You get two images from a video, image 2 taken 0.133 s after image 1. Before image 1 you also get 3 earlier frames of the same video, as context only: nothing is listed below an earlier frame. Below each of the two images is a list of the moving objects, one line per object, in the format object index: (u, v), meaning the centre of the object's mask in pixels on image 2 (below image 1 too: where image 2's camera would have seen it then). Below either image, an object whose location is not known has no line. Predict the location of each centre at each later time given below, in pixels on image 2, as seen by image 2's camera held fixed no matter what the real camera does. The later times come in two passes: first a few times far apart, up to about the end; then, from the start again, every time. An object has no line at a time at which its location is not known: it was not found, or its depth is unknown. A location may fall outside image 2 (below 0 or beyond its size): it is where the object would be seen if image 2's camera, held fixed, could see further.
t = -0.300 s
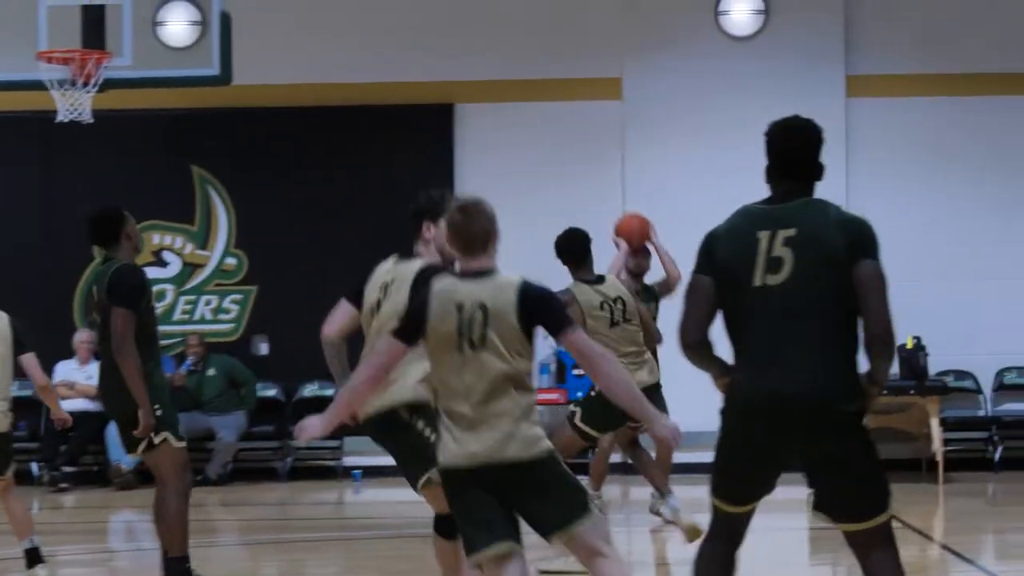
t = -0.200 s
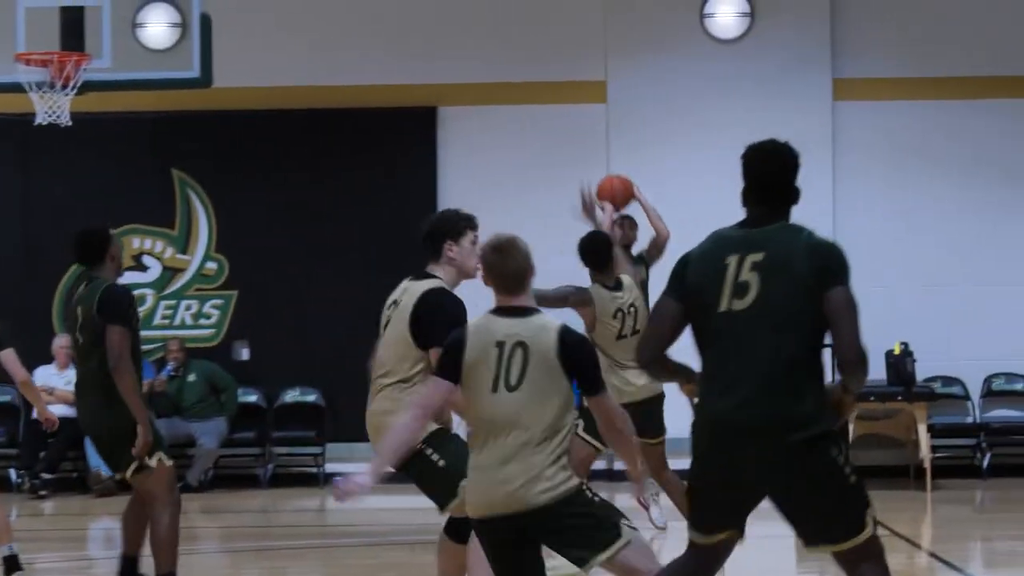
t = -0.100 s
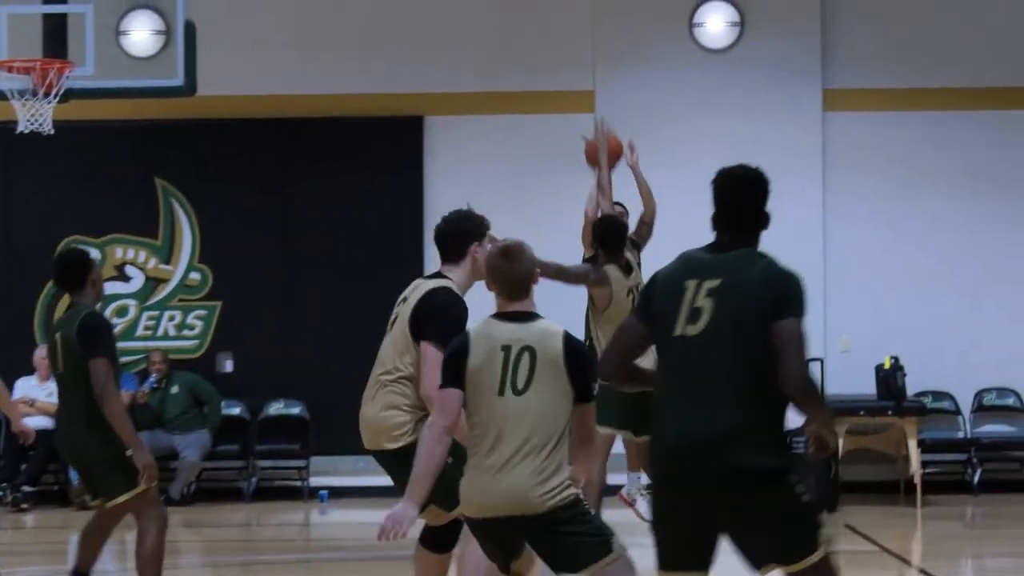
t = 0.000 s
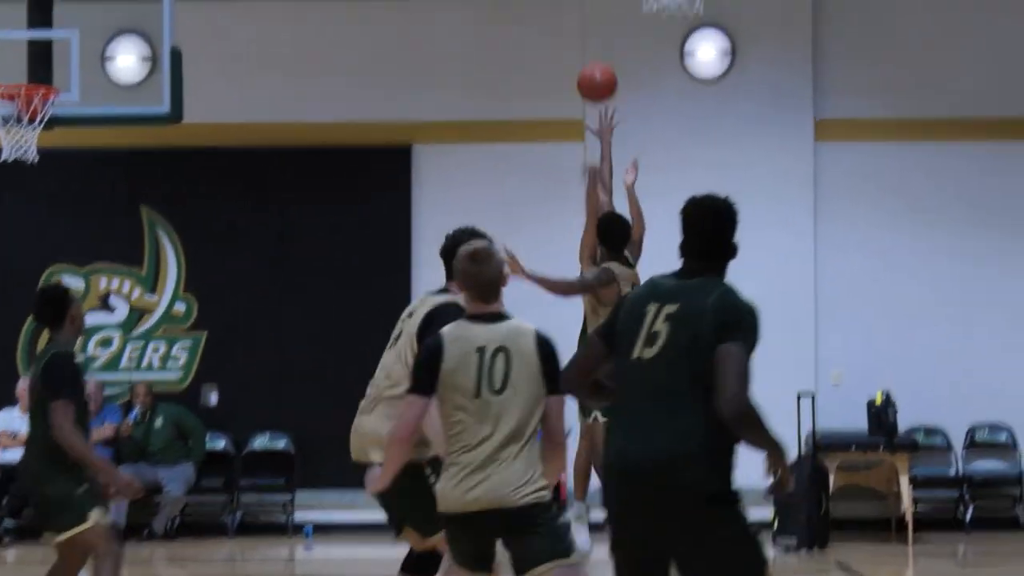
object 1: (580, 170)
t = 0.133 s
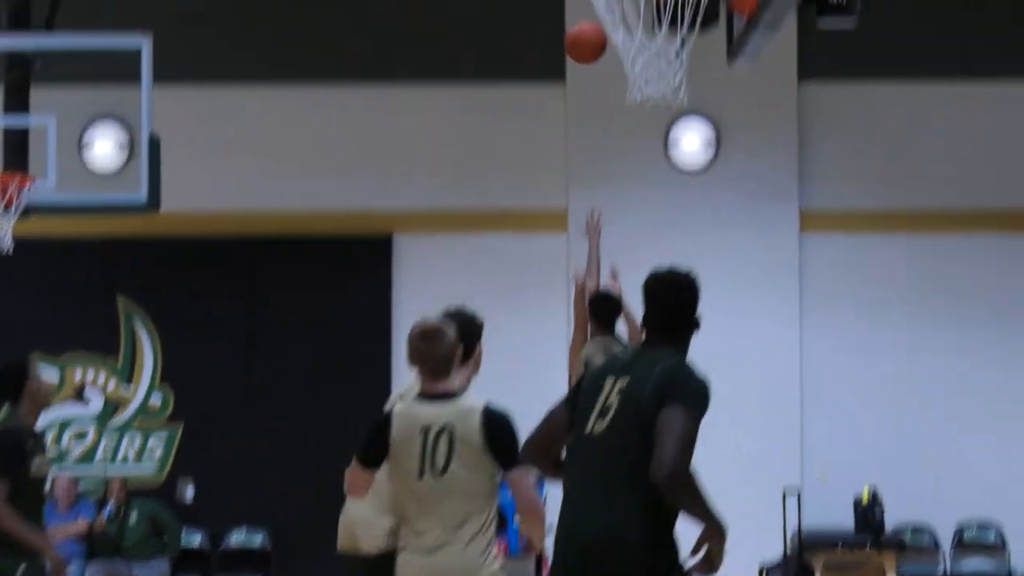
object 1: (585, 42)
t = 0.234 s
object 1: (589, -46)
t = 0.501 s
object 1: (601, -220)
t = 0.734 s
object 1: (613, -272)
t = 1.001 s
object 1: (631, -167)
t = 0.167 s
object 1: (582, 14)
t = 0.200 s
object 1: (586, -20)
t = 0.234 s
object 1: (589, -46)
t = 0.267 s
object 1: (590, -72)
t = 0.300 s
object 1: (592, -98)
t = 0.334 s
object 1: (593, -122)
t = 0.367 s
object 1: (594, -145)
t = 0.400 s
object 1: (596, -166)
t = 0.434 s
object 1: (597, -186)
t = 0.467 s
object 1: (599, -204)
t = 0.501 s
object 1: (601, -220)
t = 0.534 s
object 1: (603, -235)
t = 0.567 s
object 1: (605, -248)
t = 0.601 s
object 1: (606, -257)
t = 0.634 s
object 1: (608, -265)
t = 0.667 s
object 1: (610, -270)
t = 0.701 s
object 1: (611, -273)
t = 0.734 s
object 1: (613, -272)
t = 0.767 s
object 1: (615, -270)
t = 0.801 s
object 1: (618, -264)
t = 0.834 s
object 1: (619, -256)
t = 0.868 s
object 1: (622, -245)
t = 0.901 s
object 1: (624, -230)
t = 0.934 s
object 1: (627, -213)
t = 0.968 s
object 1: (629, -192)
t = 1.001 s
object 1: (631, -167)
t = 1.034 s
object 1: (634, -140)
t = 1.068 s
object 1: (636, -106)
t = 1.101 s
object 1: (639, -72)
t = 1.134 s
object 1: (639, -31)
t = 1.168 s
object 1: (651, 17)
